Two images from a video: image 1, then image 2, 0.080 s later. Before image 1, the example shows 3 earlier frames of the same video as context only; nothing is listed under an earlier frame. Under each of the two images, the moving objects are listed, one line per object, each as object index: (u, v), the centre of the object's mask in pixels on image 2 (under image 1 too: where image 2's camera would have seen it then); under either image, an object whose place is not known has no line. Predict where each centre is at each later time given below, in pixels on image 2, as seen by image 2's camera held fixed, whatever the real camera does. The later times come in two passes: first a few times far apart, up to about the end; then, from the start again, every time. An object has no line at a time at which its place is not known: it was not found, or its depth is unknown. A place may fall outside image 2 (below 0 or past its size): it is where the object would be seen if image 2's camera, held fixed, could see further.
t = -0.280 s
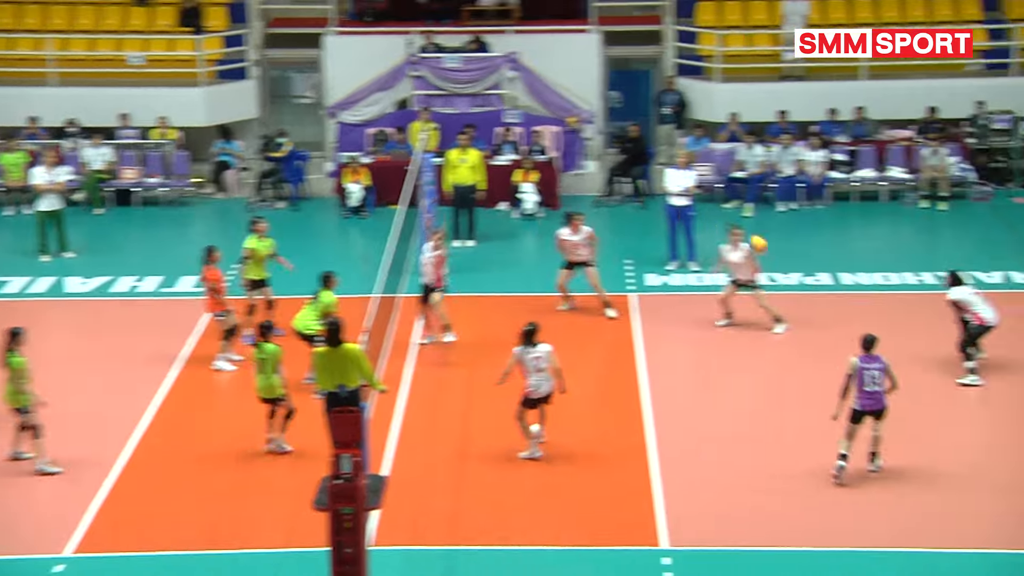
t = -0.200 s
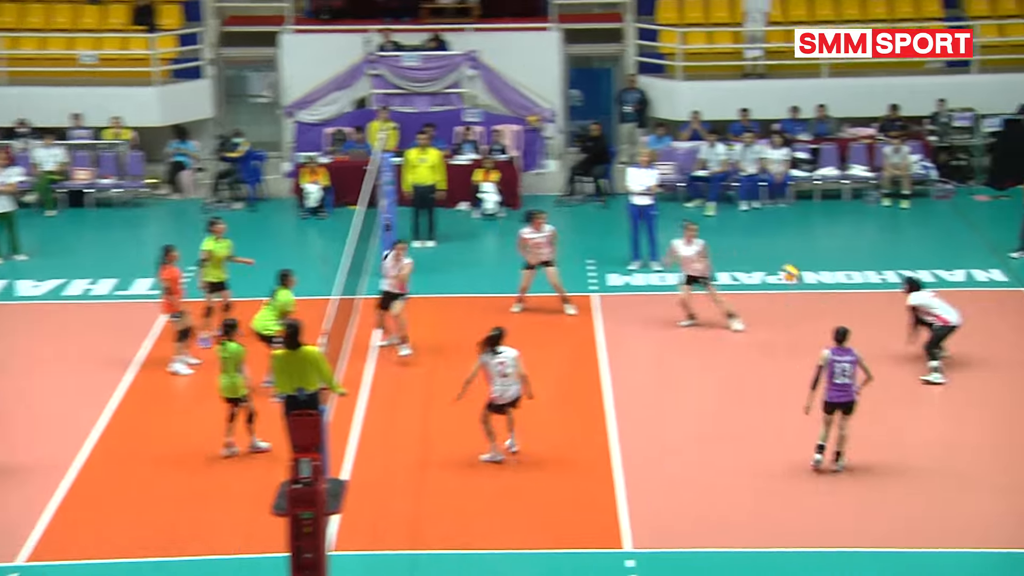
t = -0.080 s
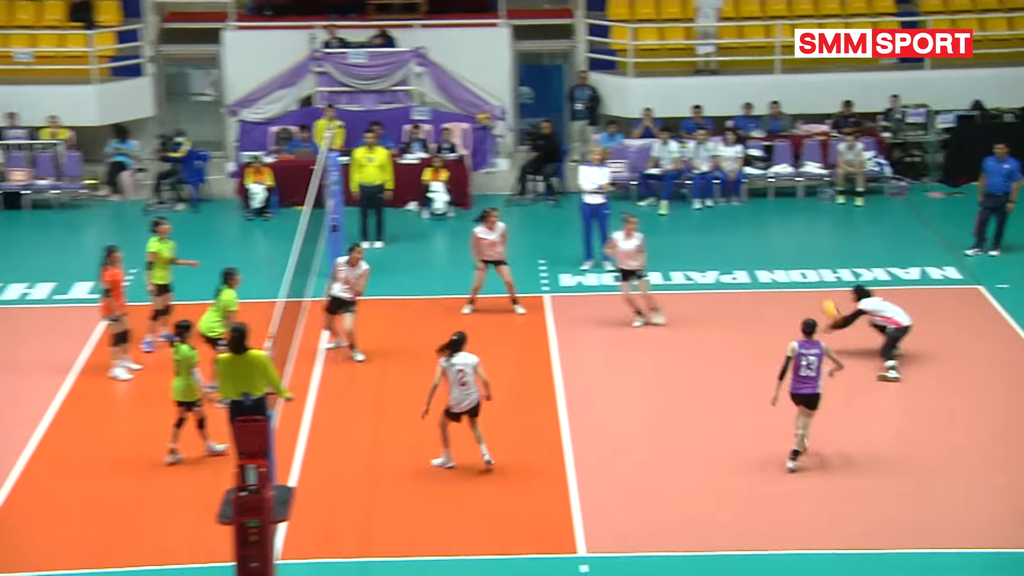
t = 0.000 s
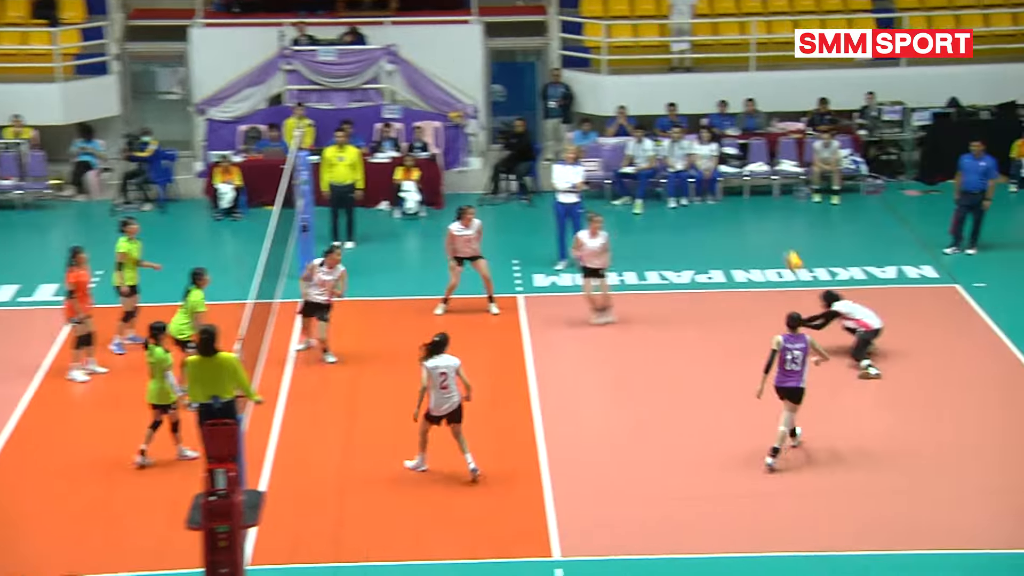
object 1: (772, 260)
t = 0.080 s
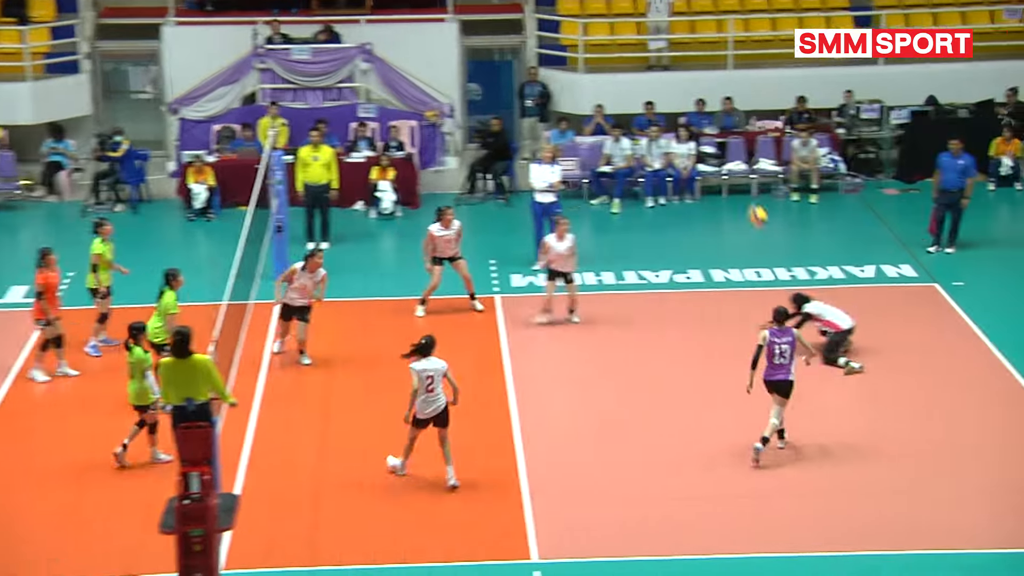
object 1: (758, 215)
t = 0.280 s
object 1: (724, 124)
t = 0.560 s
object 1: (680, 47)
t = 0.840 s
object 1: (637, 33)
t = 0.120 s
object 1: (750, 194)
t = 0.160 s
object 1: (743, 177)
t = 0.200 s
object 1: (737, 155)
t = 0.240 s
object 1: (729, 139)
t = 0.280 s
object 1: (724, 124)
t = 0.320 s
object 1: (717, 110)
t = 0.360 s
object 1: (711, 95)
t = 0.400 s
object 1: (705, 82)
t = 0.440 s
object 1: (699, 72)
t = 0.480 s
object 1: (692, 62)
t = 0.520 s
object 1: (686, 54)
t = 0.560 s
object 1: (680, 47)
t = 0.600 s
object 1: (674, 41)
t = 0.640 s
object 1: (668, 37)
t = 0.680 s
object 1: (662, 33)
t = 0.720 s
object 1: (655, 31)
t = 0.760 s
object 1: (650, 30)
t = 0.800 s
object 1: (643, 32)
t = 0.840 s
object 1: (637, 33)
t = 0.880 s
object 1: (631, 35)
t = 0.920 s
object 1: (624, 40)
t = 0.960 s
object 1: (619, 46)
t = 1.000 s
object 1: (613, 52)
